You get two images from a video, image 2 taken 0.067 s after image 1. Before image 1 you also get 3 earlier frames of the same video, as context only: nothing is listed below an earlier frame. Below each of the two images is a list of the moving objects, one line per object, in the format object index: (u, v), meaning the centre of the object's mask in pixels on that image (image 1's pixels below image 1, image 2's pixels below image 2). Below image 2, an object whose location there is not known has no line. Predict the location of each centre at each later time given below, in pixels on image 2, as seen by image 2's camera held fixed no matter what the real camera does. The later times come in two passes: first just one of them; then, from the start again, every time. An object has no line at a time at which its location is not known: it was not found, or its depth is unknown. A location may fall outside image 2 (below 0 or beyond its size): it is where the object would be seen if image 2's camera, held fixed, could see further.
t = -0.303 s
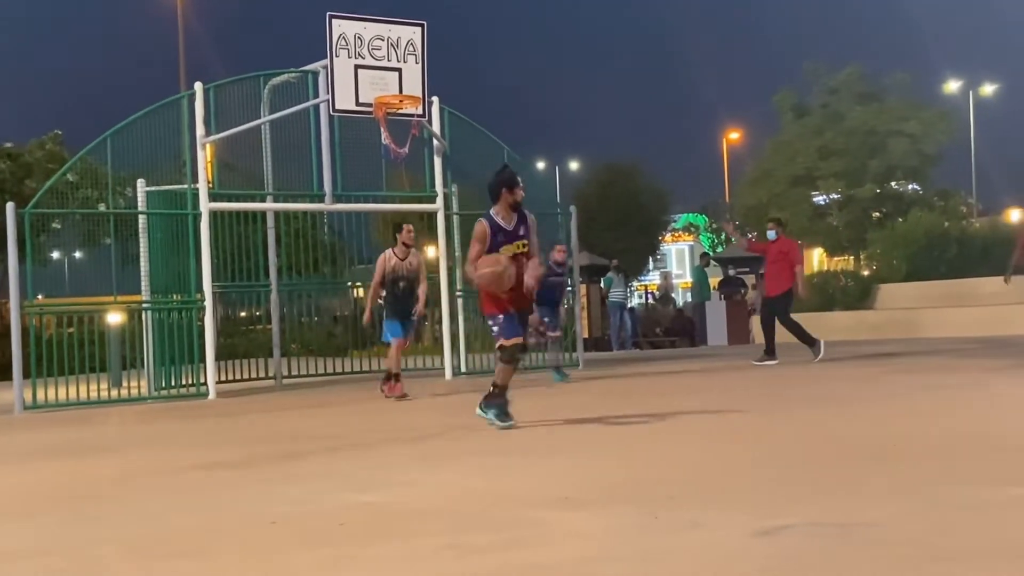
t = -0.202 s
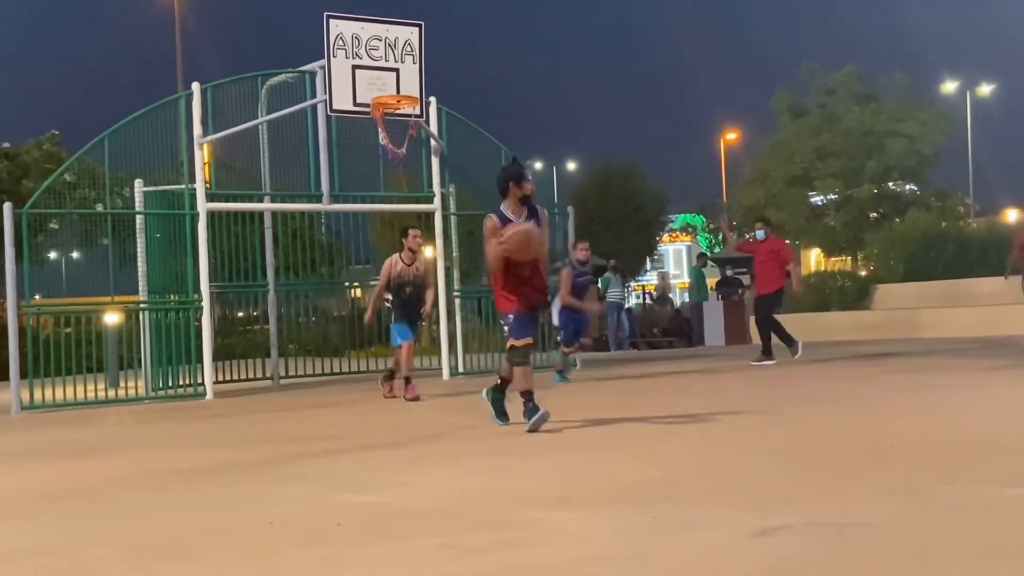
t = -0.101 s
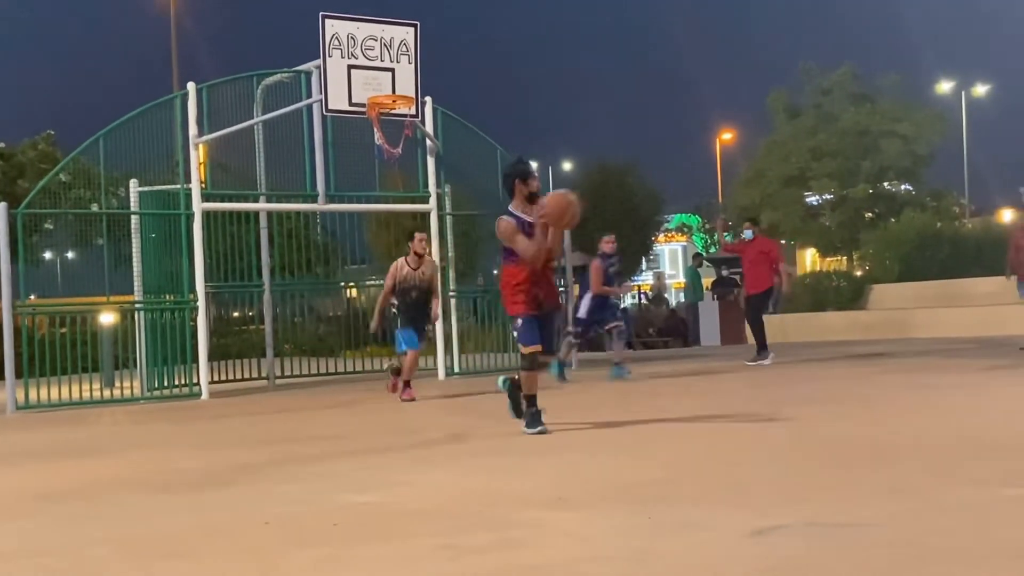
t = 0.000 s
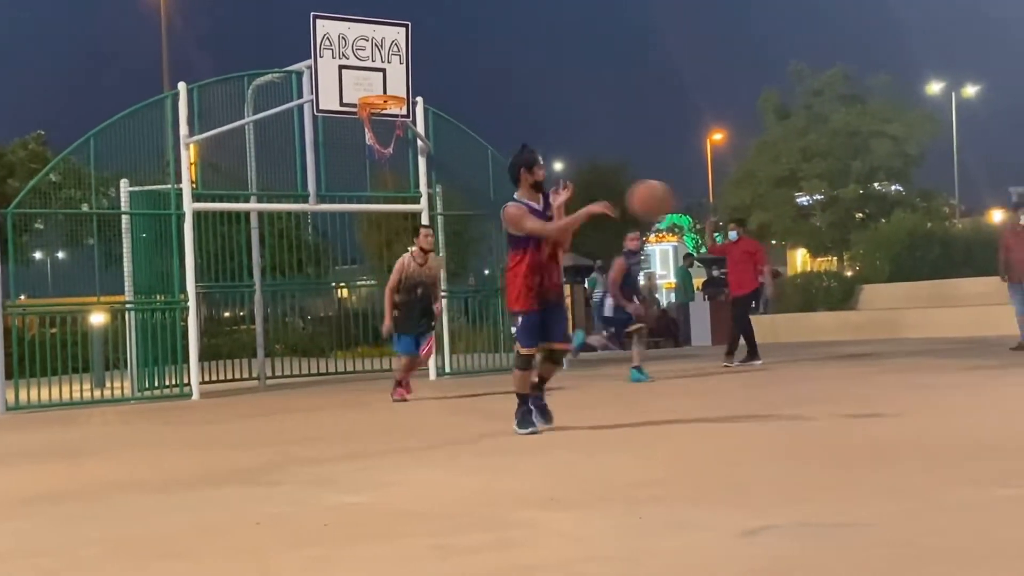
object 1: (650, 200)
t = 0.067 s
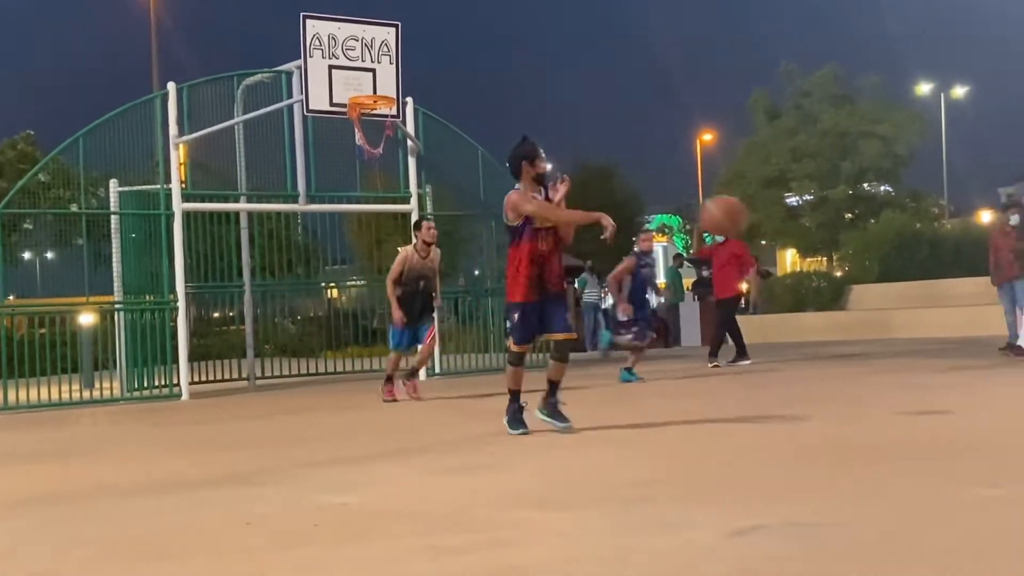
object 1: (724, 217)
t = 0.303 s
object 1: (1020, 330)
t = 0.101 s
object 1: (764, 228)
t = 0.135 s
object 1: (808, 238)
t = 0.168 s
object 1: (848, 252)
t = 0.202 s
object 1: (891, 268)
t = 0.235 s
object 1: (932, 285)
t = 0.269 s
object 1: (975, 309)
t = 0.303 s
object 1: (1020, 330)
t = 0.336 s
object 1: (1062, 351)
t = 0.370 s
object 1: (1105, 379)
